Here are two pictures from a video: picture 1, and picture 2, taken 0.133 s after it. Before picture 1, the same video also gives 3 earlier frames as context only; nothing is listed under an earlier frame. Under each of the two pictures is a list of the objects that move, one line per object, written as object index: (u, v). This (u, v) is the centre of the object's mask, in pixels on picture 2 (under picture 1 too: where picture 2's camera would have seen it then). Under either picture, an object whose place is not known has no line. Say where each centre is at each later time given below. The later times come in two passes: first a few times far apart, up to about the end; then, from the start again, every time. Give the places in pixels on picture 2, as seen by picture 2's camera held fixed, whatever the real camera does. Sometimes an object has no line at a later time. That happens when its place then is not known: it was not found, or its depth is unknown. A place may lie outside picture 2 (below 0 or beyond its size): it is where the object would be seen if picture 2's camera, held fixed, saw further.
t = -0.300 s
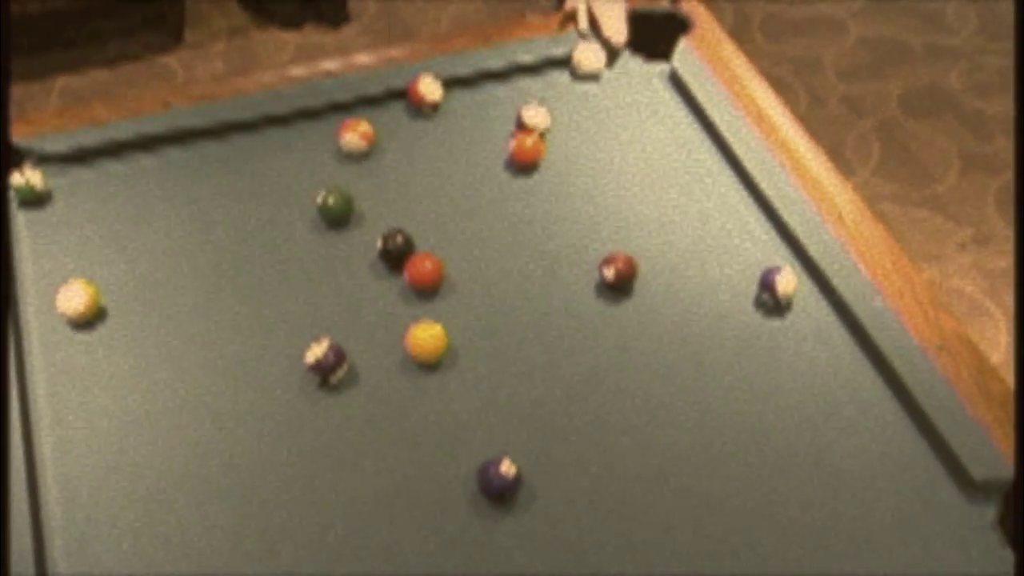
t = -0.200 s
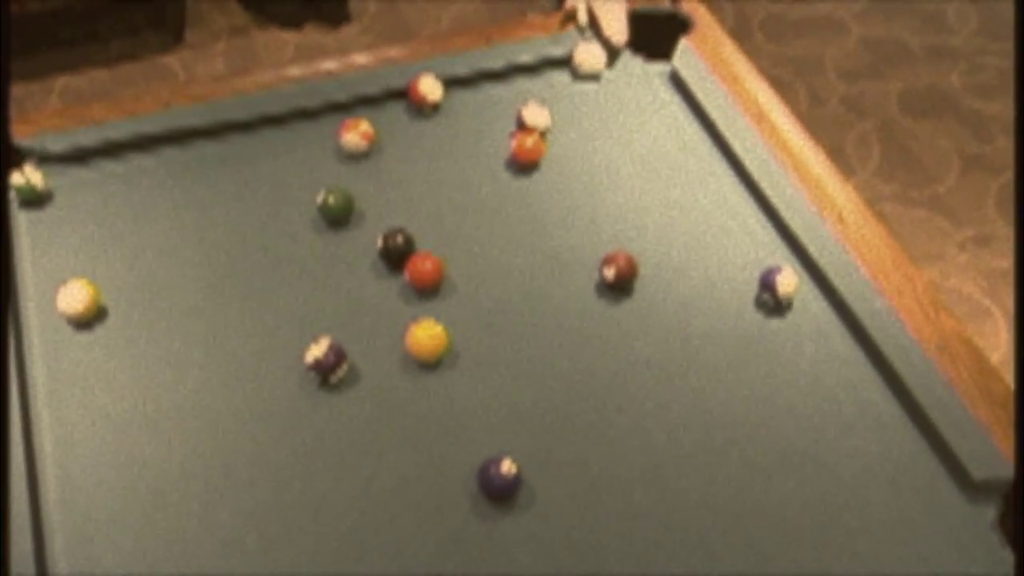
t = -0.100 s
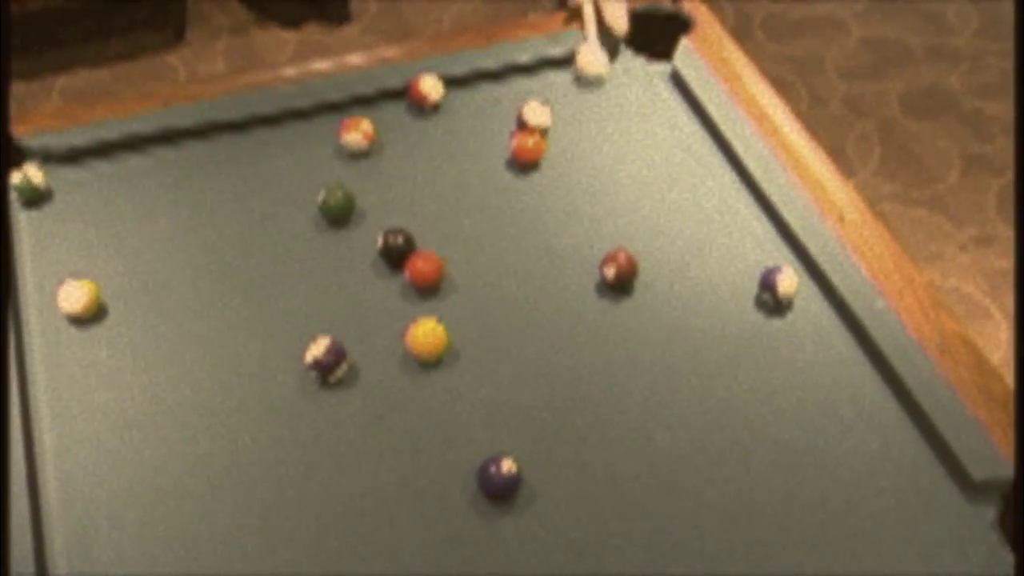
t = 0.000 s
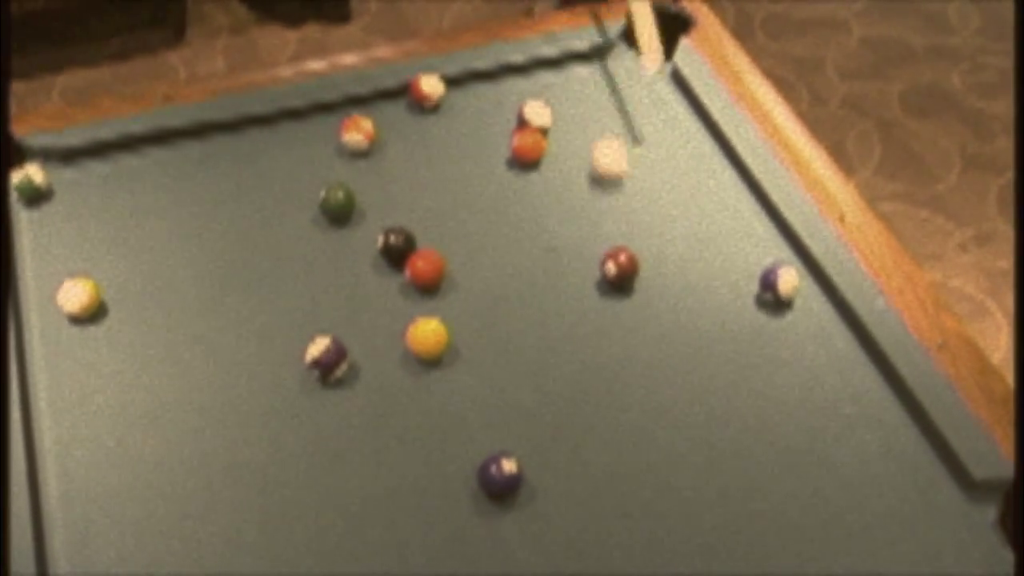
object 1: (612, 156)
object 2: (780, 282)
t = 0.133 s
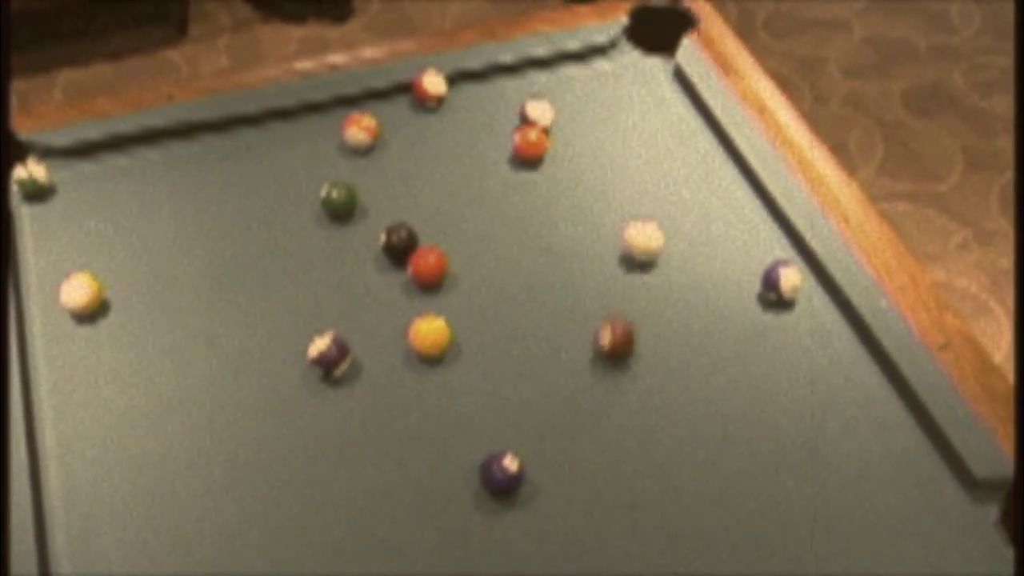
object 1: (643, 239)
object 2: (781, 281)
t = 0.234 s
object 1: (669, 249)
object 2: (780, 282)
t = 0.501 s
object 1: (737, 280)
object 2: (781, 282)
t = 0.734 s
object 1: (756, 303)
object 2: (811, 281)
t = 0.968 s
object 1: (773, 324)
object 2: (807, 287)
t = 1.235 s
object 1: (791, 344)
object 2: (798, 293)
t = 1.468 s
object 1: (804, 359)
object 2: (797, 294)
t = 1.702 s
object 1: (814, 371)
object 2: (798, 293)
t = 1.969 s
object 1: (822, 380)
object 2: (799, 293)
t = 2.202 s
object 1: (825, 384)
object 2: (798, 292)
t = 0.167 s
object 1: (652, 241)
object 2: (781, 282)
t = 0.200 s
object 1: (661, 247)
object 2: (780, 282)
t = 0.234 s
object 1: (669, 249)
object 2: (780, 282)
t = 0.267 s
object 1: (678, 254)
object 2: (780, 282)
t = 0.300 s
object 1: (686, 256)
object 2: (780, 282)
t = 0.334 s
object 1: (695, 261)
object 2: (780, 282)
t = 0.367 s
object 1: (703, 264)
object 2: (780, 282)
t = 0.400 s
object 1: (712, 268)
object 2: (780, 281)
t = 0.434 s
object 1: (720, 272)
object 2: (780, 281)
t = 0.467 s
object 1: (728, 275)
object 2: (781, 282)
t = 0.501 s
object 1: (737, 280)
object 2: (781, 282)
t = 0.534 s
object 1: (742, 282)
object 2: (785, 282)
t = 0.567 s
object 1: (743, 286)
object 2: (790, 283)
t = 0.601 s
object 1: (746, 290)
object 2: (794, 283)
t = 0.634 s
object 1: (749, 293)
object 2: (799, 281)
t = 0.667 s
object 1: (751, 297)
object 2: (804, 281)
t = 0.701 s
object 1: (754, 300)
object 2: (807, 281)
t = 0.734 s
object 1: (756, 303)
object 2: (811, 281)
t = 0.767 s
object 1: (759, 306)
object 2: (813, 281)
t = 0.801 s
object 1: (762, 309)
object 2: (812, 281)
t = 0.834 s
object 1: (764, 312)
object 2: (811, 282)
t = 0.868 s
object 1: (766, 316)
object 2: (810, 282)
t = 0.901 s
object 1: (769, 319)
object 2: (809, 286)
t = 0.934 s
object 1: (771, 321)
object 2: (808, 286)
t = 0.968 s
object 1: (773, 324)
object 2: (807, 287)
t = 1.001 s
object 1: (776, 326)
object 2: (805, 288)
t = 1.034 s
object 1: (778, 330)
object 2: (805, 288)
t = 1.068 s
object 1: (780, 332)
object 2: (803, 289)
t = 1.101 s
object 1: (782, 335)
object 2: (802, 290)
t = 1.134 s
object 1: (785, 337)
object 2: (800, 291)
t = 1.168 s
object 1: (787, 339)
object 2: (799, 292)
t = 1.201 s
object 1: (789, 342)
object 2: (799, 293)
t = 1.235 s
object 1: (791, 344)
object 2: (798, 293)
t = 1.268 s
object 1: (793, 346)
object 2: (797, 292)
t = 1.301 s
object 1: (795, 349)
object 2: (797, 293)
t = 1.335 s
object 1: (797, 351)
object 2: (798, 293)
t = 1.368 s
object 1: (799, 353)
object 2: (797, 294)
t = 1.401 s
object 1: (800, 355)
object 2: (797, 294)
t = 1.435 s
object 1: (802, 358)
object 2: (797, 294)
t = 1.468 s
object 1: (804, 359)
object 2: (797, 294)
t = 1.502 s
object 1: (806, 361)
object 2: (797, 294)
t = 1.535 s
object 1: (807, 362)
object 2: (797, 294)
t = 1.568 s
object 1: (809, 365)
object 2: (797, 294)
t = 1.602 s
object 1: (811, 366)
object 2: (798, 293)
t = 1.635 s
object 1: (812, 368)
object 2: (798, 293)
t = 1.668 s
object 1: (813, 370)
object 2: (798, 293)
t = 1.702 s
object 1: (814, 371)
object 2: (798, 293)
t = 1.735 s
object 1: (816, 372)
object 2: (799, 293)
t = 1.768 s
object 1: (817, 374)
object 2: (799, 293)
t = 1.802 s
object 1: (818, 375)
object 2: (799, 292)
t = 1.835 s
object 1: (819, 377)
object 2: (799, 292)
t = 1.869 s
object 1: (819, 378)
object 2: (798, 293)
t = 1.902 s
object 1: (820, 378)
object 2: (799, 293)
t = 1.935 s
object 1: (821, 379)
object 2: (799, 293)
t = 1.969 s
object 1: (822, 380)
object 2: (799, 293)
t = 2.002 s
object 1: (822, 381)
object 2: (798, 293)
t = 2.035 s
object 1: (823, 383)
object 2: (798, 292)
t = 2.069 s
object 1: (824, 383)
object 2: (798, 292)
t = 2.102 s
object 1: (824, 383)
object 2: (798, 293)
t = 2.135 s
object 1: (824, 384)
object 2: (798, 293)
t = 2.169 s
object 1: (825, 384)
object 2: (798, 292)
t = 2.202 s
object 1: (825, 384)
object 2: (798, 292)
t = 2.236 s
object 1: (825, 384)
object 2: (798, 292)
